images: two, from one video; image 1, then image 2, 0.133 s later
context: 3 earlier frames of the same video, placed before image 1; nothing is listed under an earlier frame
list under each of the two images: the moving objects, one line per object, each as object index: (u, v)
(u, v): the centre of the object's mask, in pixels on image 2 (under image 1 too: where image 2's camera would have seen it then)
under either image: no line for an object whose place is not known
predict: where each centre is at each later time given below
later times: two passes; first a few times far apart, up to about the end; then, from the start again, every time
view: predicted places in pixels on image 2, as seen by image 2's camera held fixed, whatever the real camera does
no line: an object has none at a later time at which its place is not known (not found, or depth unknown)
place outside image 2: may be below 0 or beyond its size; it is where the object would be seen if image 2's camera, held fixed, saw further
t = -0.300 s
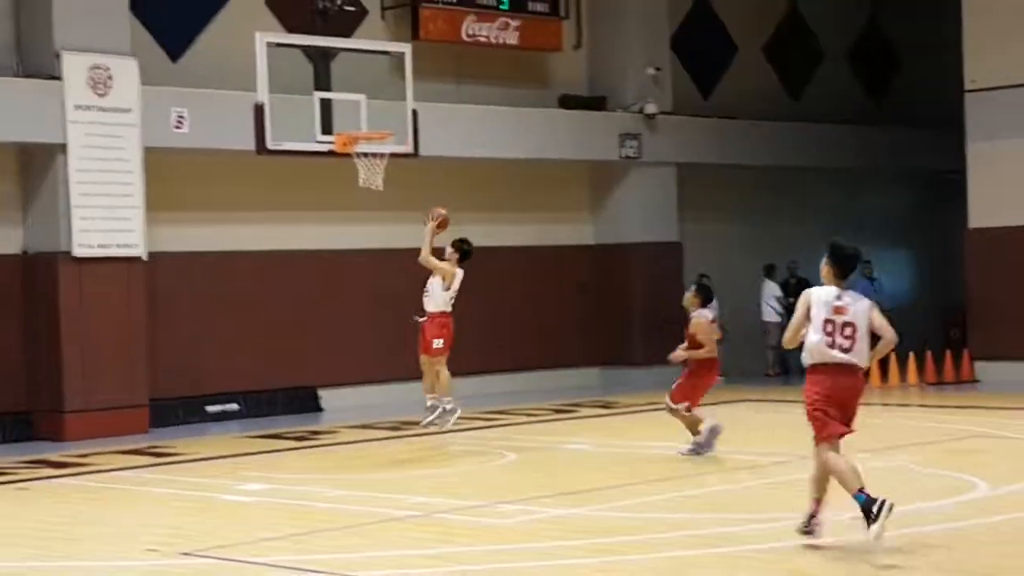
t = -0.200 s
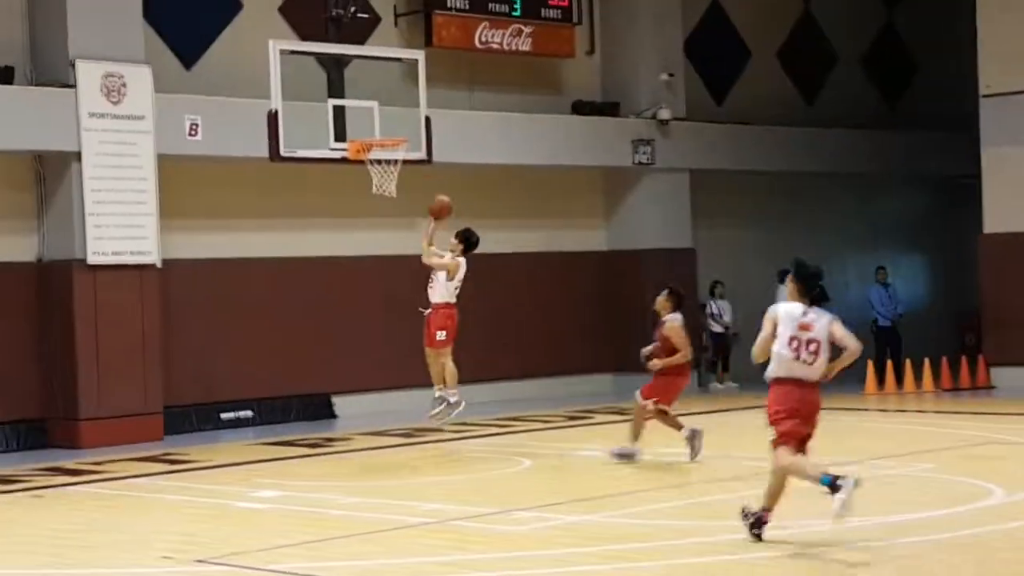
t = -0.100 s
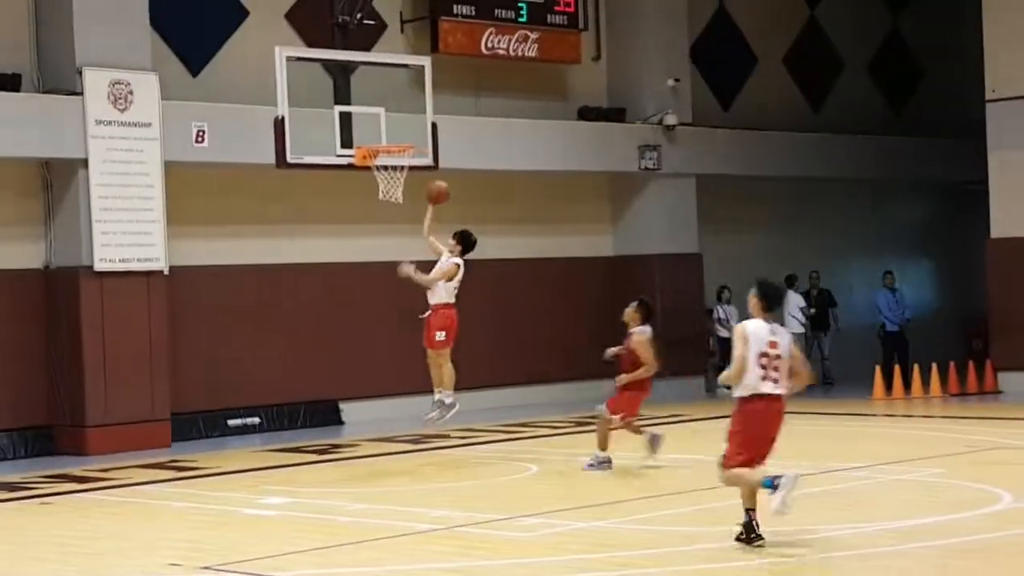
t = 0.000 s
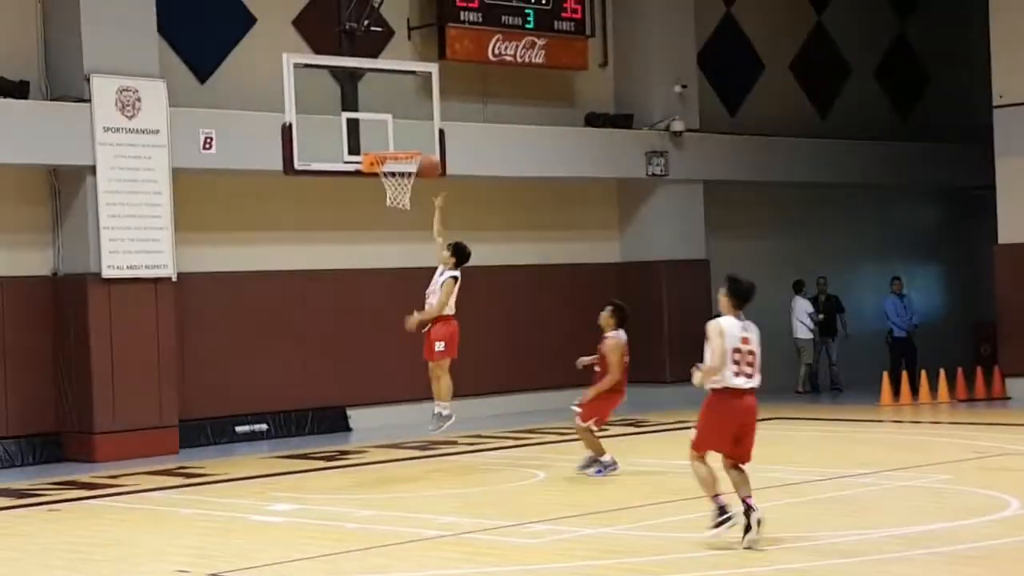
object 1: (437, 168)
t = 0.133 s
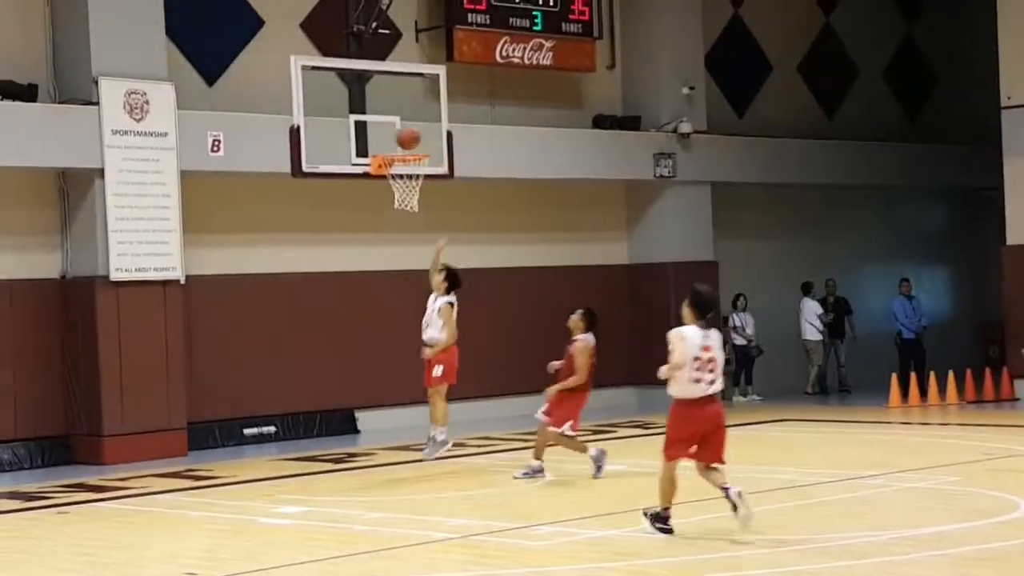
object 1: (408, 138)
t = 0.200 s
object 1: (400, 130)
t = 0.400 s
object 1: (397, 139)
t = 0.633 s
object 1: (398, 185)
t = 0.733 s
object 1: (404, 201)
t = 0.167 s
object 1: (401, 133)
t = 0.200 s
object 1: (400, 130)
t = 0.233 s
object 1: (399, 128)
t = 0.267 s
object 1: (399, 128)
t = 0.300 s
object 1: (399, 128)
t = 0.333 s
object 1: (397, 131)
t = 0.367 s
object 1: (397, 135)
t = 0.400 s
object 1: (397, 139)
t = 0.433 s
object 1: (396, 144)
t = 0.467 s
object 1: (397, 149)
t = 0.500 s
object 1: (397, 158)
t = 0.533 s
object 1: (395, 168)
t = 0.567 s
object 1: (397, 173)
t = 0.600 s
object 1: (395, 176)
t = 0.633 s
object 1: (398, 185)
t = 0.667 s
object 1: (405, 186)
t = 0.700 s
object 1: (402, 198)
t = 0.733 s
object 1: (404, 201)
